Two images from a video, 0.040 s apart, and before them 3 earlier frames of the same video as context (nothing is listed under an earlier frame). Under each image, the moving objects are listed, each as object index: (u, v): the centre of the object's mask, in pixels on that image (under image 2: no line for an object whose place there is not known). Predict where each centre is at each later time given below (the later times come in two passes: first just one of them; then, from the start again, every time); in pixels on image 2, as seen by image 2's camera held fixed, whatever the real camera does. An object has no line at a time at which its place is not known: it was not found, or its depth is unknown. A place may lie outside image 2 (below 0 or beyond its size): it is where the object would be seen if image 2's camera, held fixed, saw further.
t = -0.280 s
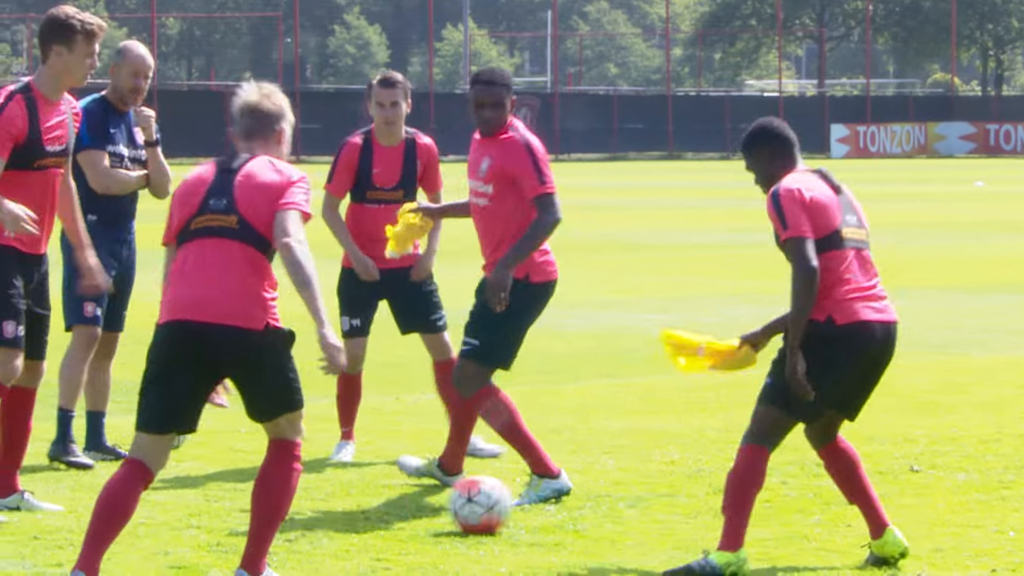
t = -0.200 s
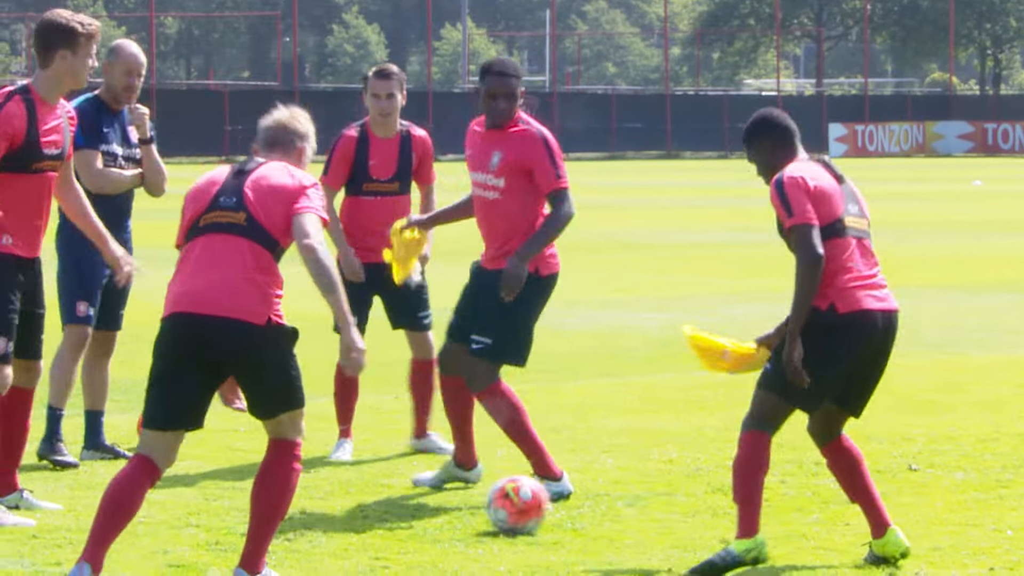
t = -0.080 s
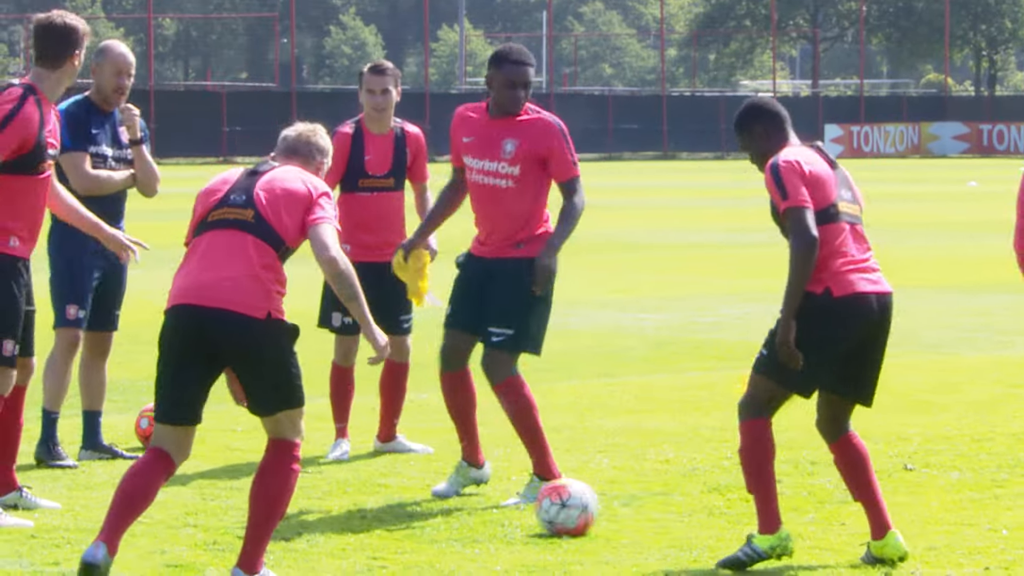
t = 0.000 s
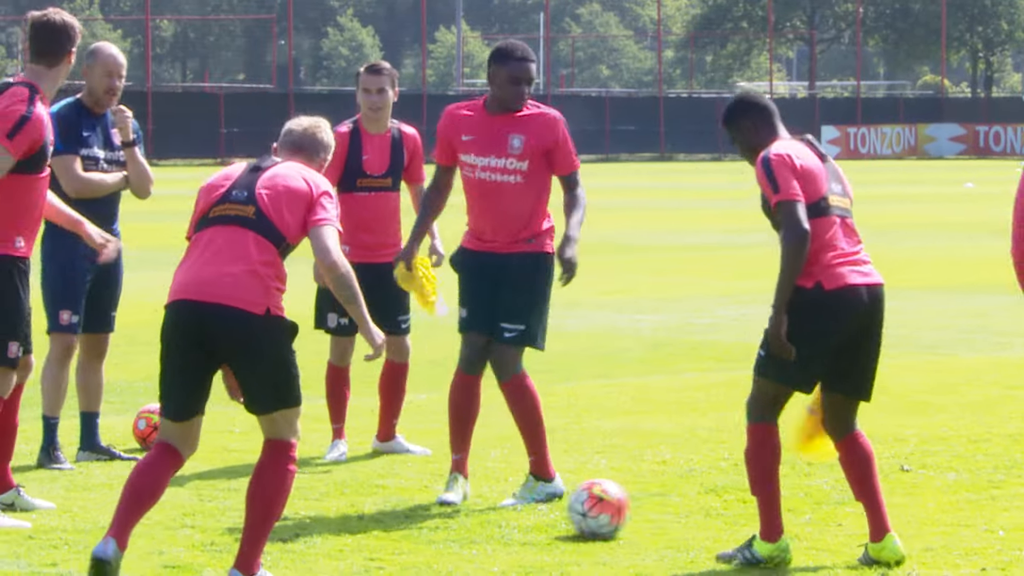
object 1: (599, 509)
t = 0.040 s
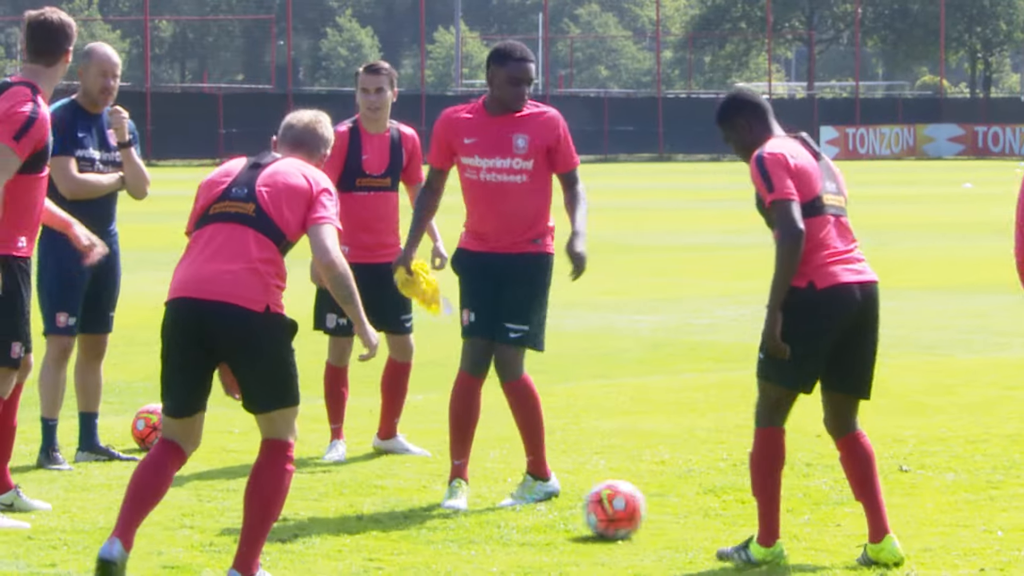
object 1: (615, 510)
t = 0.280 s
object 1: (708, 513)
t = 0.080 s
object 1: (631, 511)
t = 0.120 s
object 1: (647, 512)
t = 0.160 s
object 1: (663, 512)
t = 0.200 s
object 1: (679, 511)
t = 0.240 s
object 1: (694, 512)
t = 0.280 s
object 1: (708, 513)
